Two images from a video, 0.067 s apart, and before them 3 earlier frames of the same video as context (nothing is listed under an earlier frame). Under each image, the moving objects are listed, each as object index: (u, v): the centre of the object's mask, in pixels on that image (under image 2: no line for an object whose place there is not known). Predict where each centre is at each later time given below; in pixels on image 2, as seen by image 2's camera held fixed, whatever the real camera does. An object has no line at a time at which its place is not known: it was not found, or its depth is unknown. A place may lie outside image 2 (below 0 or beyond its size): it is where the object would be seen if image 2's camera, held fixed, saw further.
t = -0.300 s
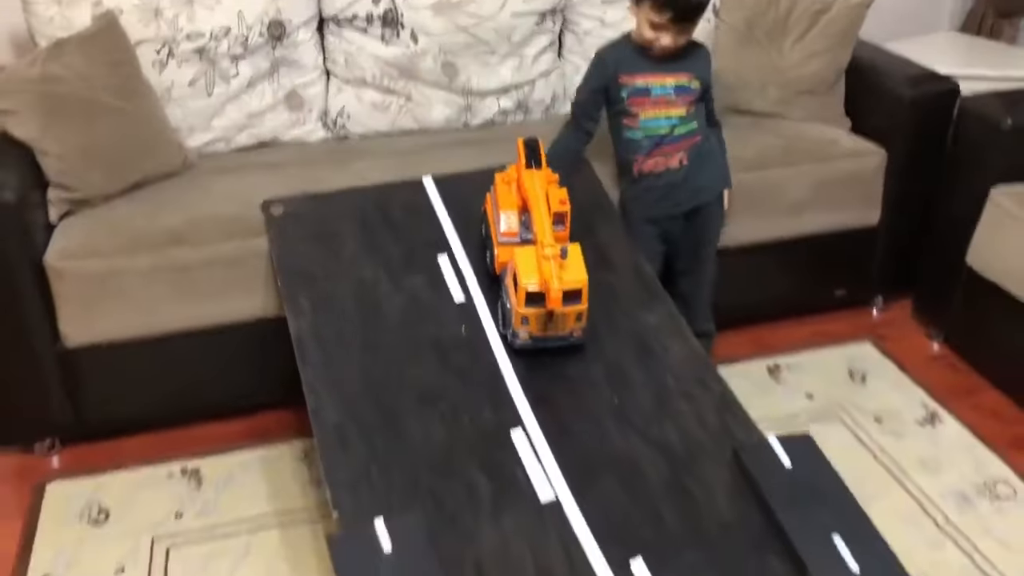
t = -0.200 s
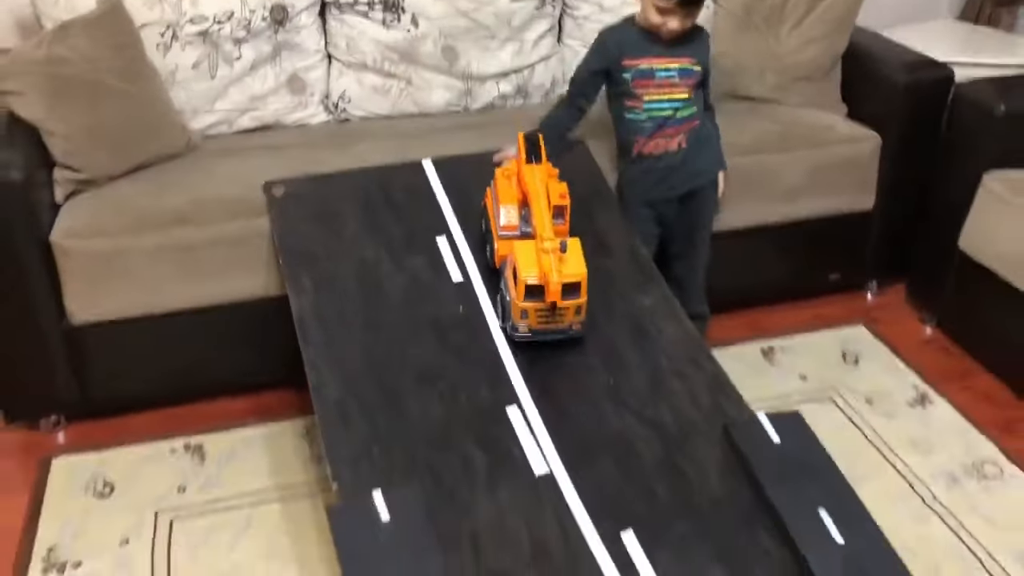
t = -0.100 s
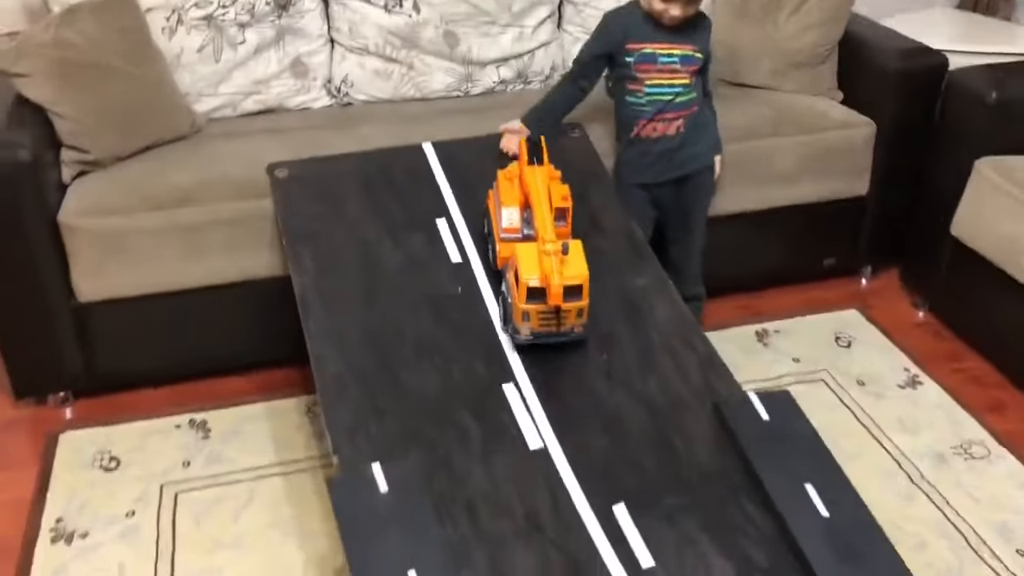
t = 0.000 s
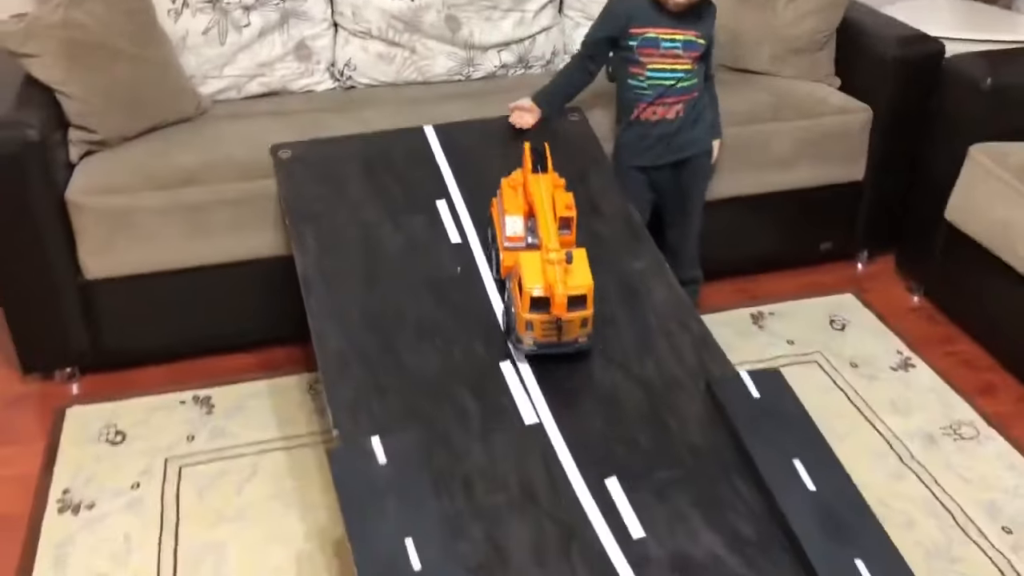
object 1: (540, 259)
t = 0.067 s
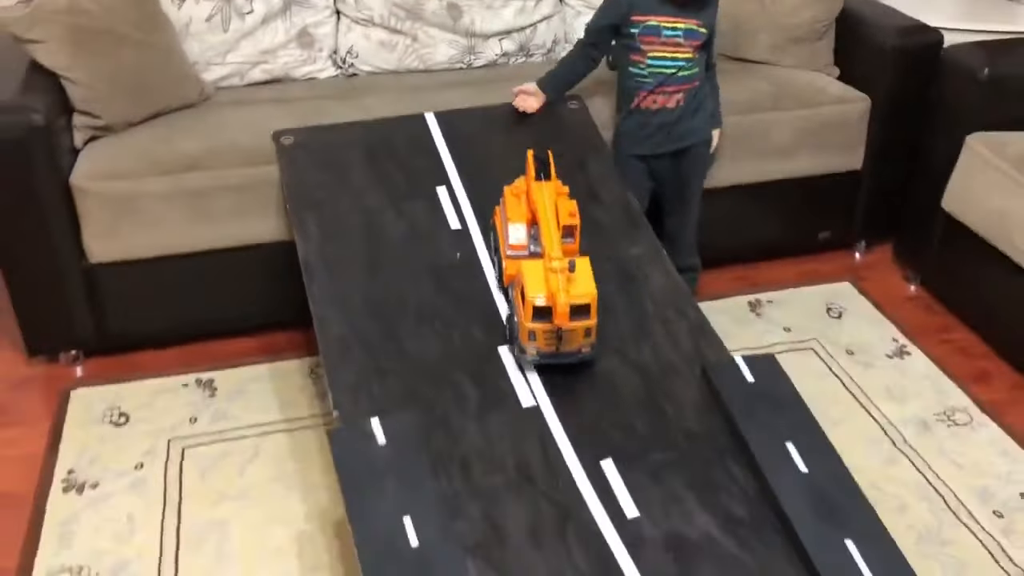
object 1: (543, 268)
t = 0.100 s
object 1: (546, 281)
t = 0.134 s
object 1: (549, 295)
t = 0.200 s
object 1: (557, 326)
